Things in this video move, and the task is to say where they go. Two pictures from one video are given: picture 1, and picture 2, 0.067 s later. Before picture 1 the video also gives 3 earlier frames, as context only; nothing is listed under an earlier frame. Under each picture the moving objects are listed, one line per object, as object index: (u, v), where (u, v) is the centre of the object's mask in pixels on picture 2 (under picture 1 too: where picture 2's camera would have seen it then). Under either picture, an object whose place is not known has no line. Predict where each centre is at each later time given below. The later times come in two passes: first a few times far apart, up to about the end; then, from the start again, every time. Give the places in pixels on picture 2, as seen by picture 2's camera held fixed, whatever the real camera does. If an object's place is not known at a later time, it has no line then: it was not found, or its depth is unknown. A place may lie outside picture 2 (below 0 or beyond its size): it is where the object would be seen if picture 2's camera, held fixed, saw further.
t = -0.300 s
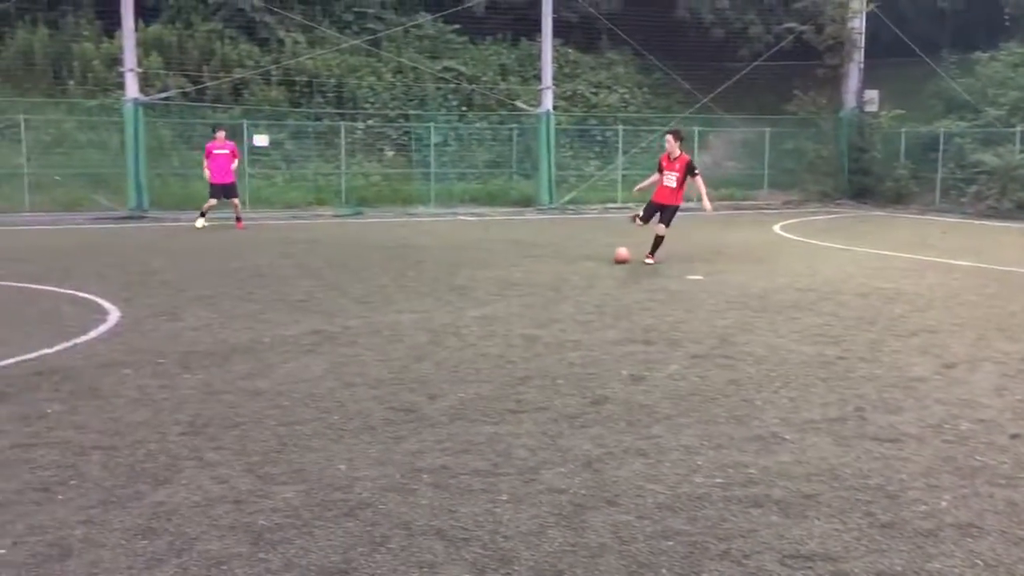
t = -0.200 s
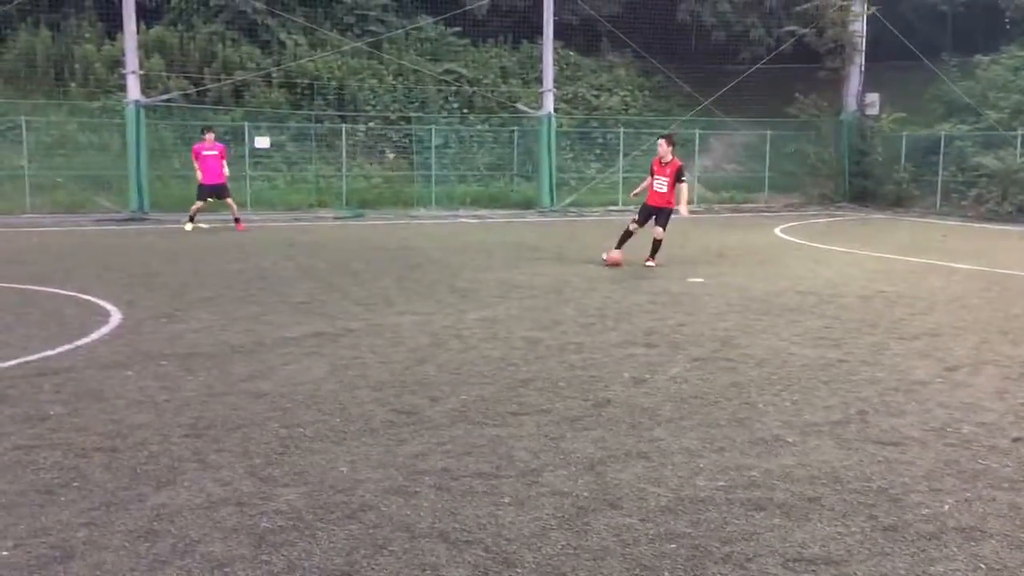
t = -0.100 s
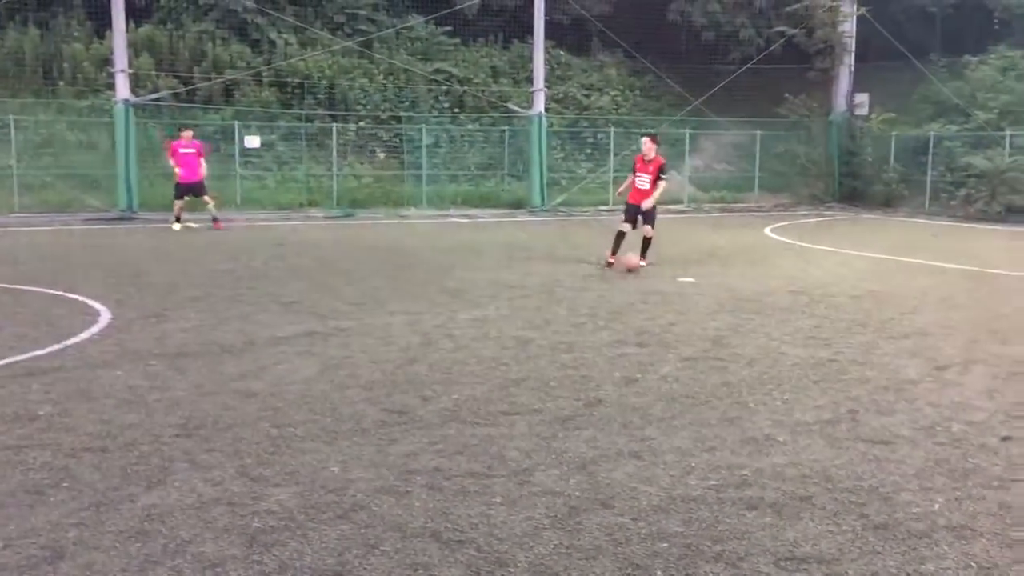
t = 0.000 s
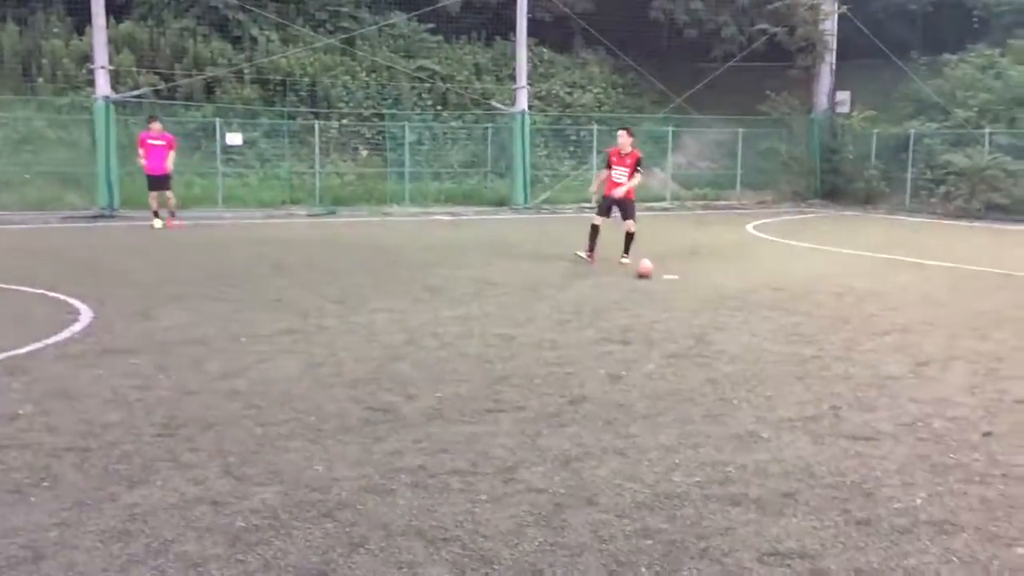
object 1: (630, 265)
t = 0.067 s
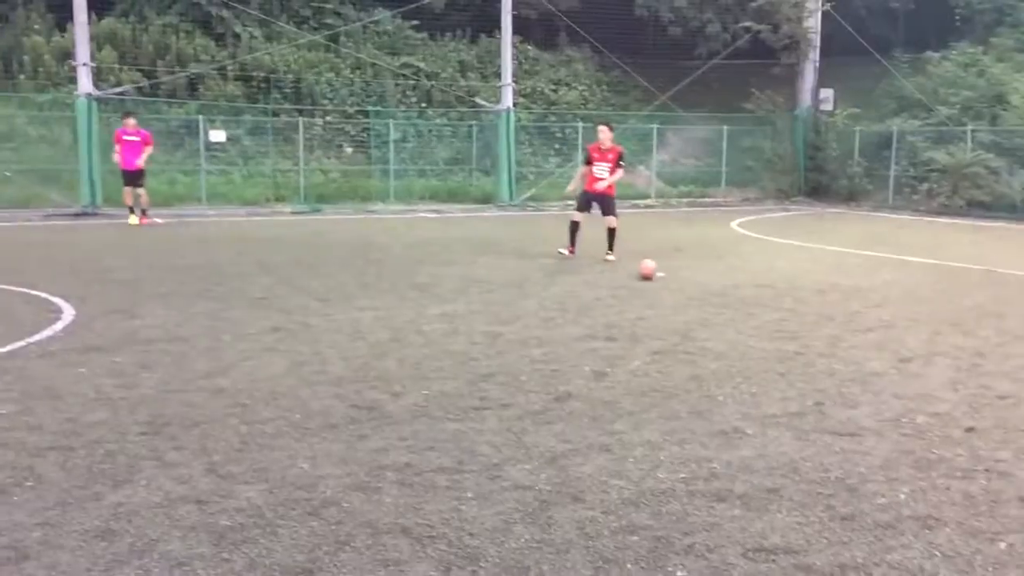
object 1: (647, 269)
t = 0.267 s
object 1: (702, 284)
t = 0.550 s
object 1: (777, 302)
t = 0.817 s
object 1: (858, 326)
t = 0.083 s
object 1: (652, 270)
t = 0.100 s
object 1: (657, 271)
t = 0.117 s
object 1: (661, 273)
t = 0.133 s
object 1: (666, 275)
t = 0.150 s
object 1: (670, 276)
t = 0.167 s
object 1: (675, 277)
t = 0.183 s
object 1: (680, 278)
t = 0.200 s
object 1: (685, 279)
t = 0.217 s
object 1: (689, 280)
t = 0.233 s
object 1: (693, 282)
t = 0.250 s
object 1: (698, 283)
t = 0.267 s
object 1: (702, 284)
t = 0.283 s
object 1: (706, 286)
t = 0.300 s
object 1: (711, 287)
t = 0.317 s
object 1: (715, 288)
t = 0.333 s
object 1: (720, 289)
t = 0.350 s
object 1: (723, 290)
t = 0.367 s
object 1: (728, 291)
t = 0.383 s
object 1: (733, 292)
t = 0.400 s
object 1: (737, 292)
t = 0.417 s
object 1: (741, 293)
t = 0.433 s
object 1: (745, 294)
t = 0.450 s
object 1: (750, 296)
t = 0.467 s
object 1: (755, 297)
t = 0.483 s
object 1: (759, 299)
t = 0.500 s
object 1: (763, 300)
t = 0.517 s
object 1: (767, 301)
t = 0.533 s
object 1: (772, 302)
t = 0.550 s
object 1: (777, 302)
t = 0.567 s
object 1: (780, 303)
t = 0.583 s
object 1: (786, 305)
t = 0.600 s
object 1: (791, 307)
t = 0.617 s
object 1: (795, 309)
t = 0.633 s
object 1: (800, 310)
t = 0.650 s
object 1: (805, 311)
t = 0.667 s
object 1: (811, 313)
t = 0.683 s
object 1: (815, 313)
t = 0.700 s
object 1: (820, 314)
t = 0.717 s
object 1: (825, 316)
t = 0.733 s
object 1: (831, 318)
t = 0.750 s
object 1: (836, 320)
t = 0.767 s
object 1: (842, 322)
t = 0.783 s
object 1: (847, 323)
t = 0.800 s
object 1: (853, 325)
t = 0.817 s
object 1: (858, 326)
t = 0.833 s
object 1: (865, 328)
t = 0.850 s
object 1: (870, 330)
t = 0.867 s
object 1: (877, 331)
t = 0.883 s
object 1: (882, 333)
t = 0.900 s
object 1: (888, 335)
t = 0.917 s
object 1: (896, 337)
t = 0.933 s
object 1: (902, 338)
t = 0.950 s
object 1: (908, 340)
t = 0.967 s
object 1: (915, 342)
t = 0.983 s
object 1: (921, 343)
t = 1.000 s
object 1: (929, 345)
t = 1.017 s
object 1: (936, 347)
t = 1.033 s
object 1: (943, 348)
